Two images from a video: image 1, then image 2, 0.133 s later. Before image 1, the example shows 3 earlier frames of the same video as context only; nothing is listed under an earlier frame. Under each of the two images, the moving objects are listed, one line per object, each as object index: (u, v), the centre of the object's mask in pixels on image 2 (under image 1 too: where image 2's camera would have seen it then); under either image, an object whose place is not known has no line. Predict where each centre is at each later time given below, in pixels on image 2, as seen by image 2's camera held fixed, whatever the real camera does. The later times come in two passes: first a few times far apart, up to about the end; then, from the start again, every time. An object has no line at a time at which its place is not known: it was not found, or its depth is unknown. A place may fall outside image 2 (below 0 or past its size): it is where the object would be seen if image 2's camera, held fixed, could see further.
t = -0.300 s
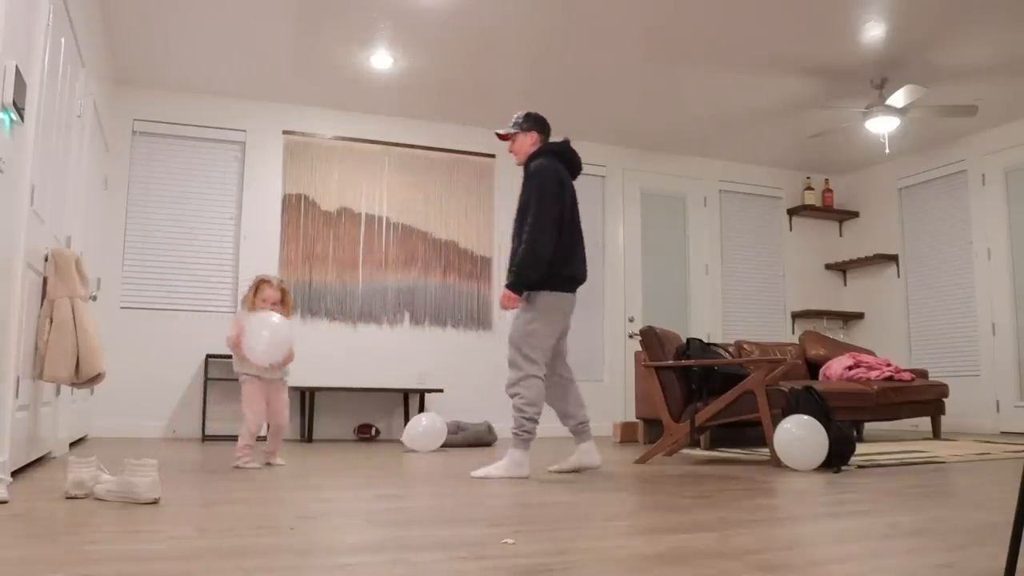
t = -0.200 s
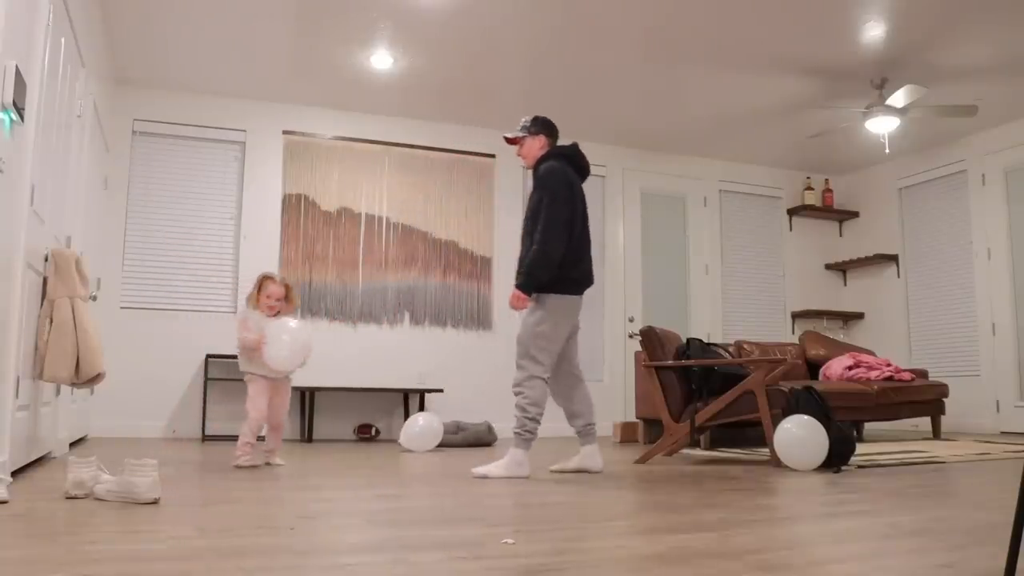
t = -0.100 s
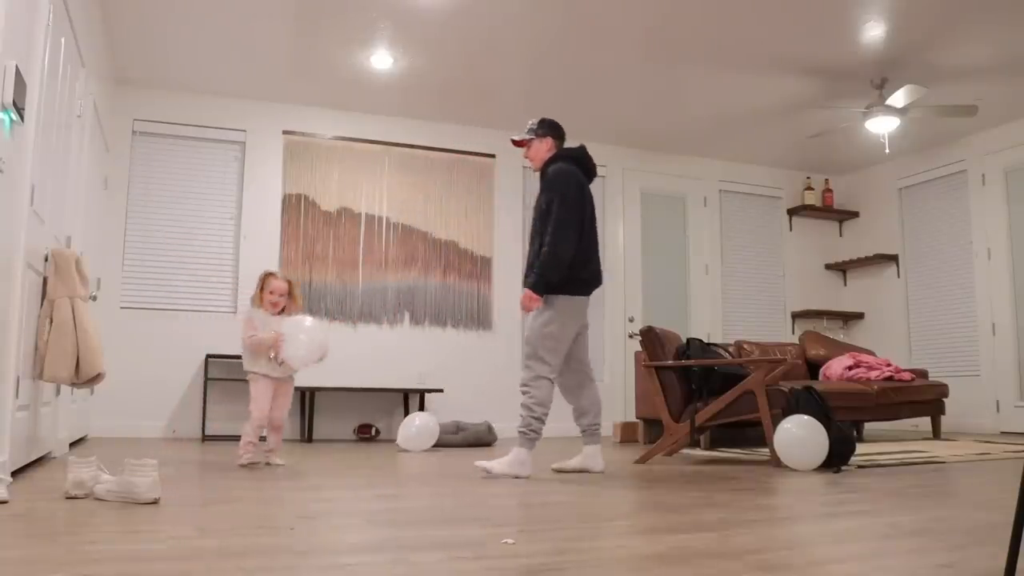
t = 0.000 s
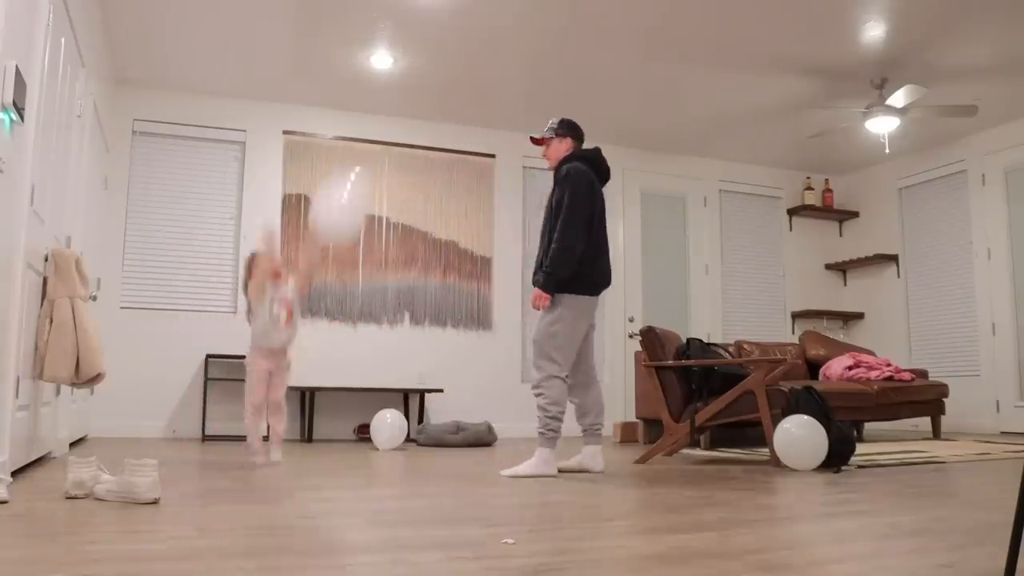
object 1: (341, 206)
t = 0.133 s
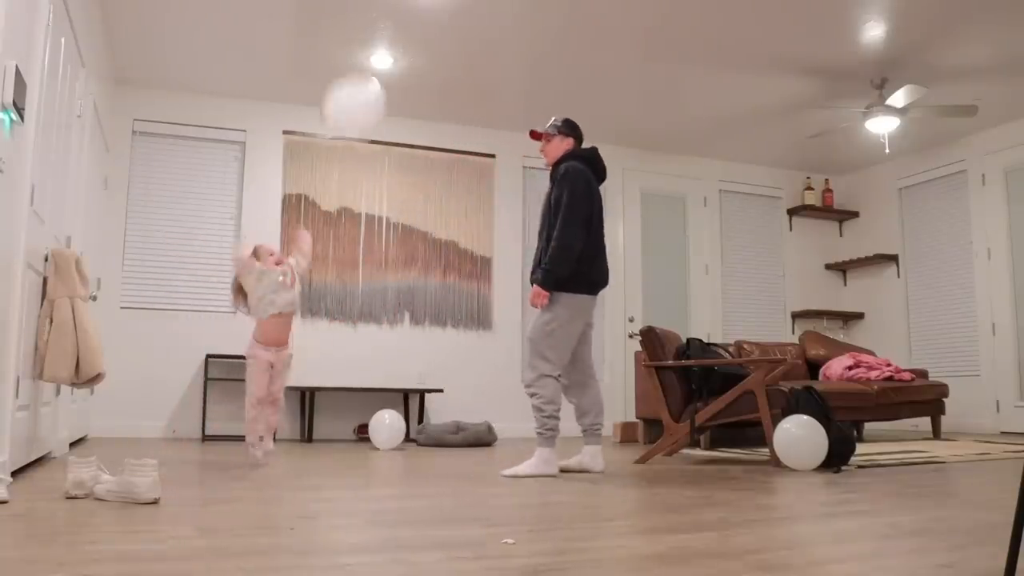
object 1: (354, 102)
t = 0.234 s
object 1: (346, 67)
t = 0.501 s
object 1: (319, 45)
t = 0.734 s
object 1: (308, 67)
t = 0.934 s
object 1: (301, 102)
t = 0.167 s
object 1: (353, 90)
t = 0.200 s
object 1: (350, 78)
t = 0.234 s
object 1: (346, 67)
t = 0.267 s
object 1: (342, 58)
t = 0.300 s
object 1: (339, 54)
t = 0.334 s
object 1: (335, 50)
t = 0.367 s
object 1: (331, 48)
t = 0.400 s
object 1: (328, 46)
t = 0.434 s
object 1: (324, 45)
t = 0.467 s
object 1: (322, 44)
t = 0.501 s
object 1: (319, 45)
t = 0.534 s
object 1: (317, 46)
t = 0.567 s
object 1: (315, 48)
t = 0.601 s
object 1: (314, 51)
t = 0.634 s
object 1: (312, 54)
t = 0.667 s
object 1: (311, 58)
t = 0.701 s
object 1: (310, 62)
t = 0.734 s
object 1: (308, 67)
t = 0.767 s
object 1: (307, 72)
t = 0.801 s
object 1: (306, 77)
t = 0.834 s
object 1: (305, 82)
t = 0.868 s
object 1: (303, 88)
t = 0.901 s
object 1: (302, 94)
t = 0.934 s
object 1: (301, 102)
